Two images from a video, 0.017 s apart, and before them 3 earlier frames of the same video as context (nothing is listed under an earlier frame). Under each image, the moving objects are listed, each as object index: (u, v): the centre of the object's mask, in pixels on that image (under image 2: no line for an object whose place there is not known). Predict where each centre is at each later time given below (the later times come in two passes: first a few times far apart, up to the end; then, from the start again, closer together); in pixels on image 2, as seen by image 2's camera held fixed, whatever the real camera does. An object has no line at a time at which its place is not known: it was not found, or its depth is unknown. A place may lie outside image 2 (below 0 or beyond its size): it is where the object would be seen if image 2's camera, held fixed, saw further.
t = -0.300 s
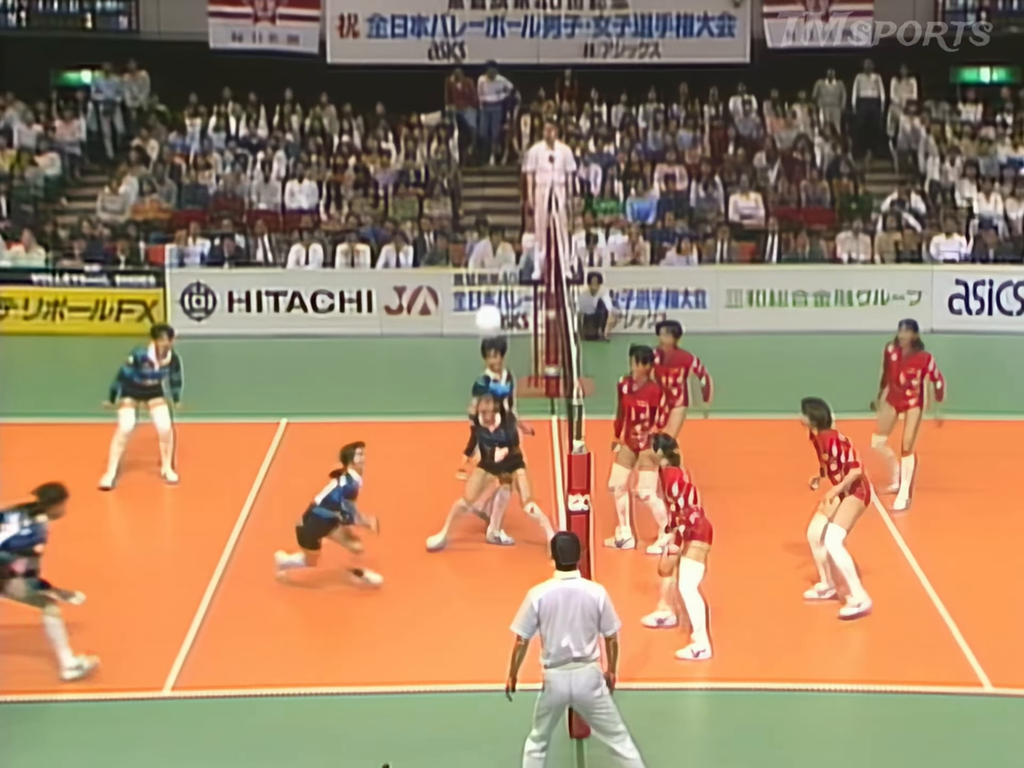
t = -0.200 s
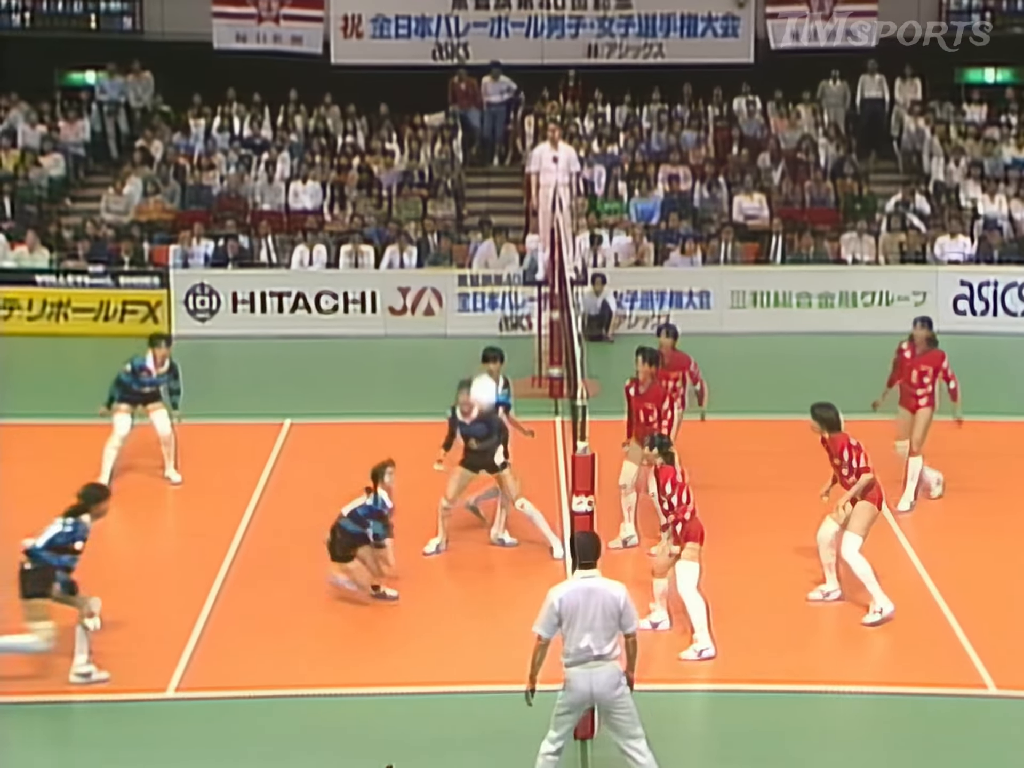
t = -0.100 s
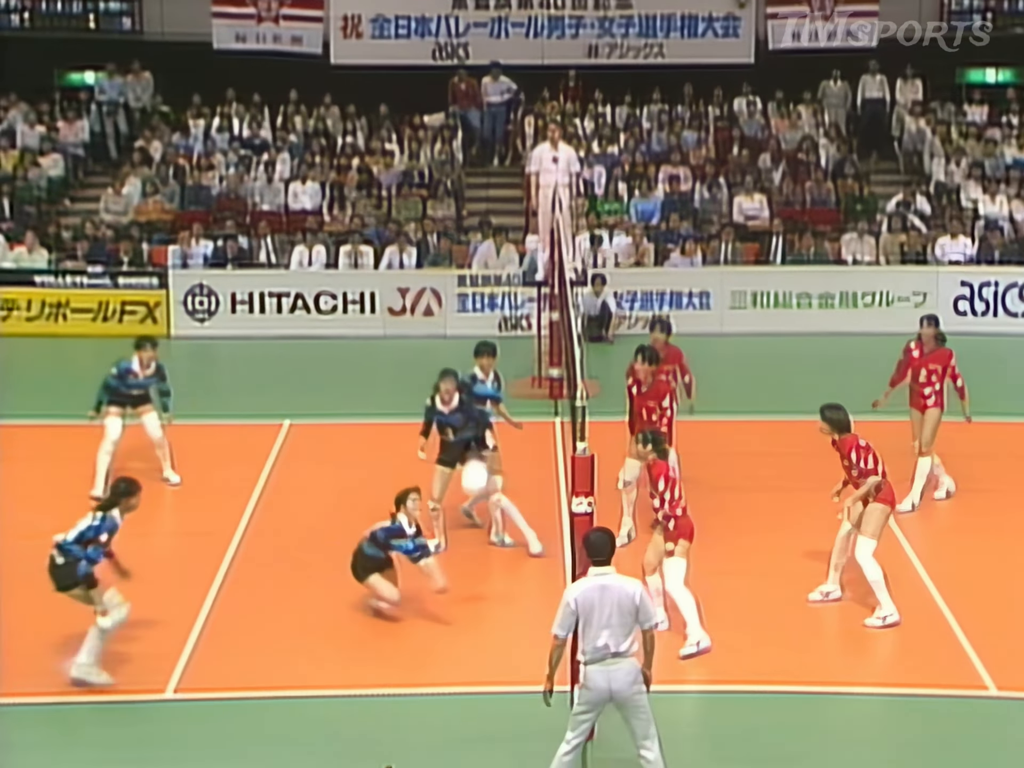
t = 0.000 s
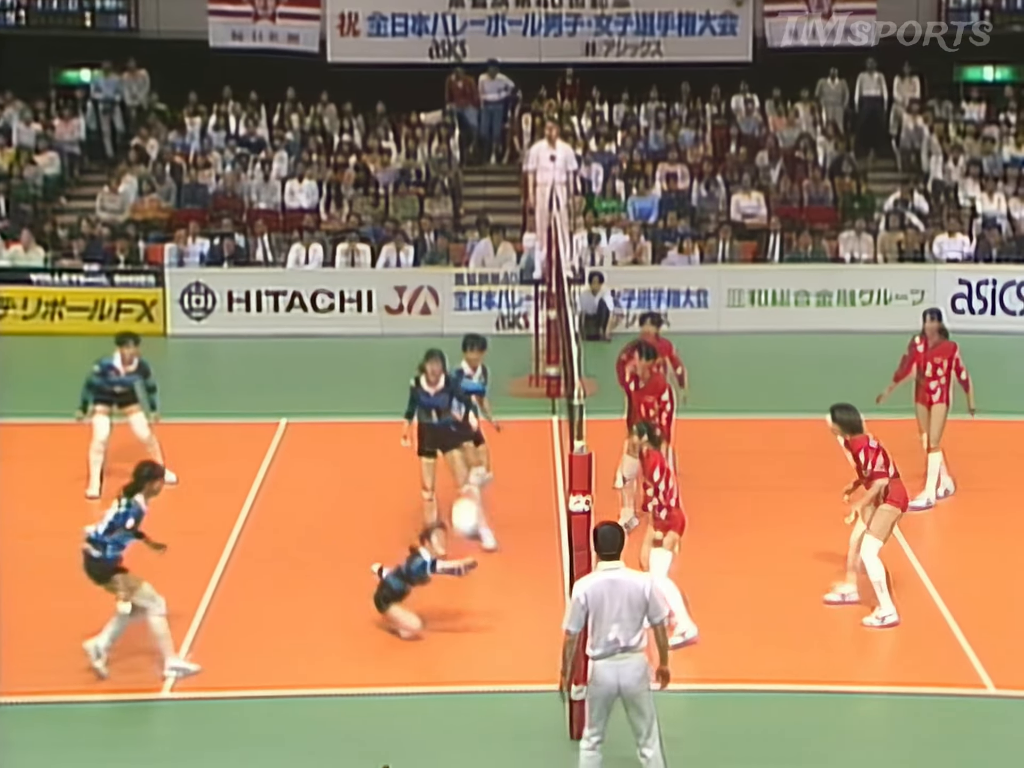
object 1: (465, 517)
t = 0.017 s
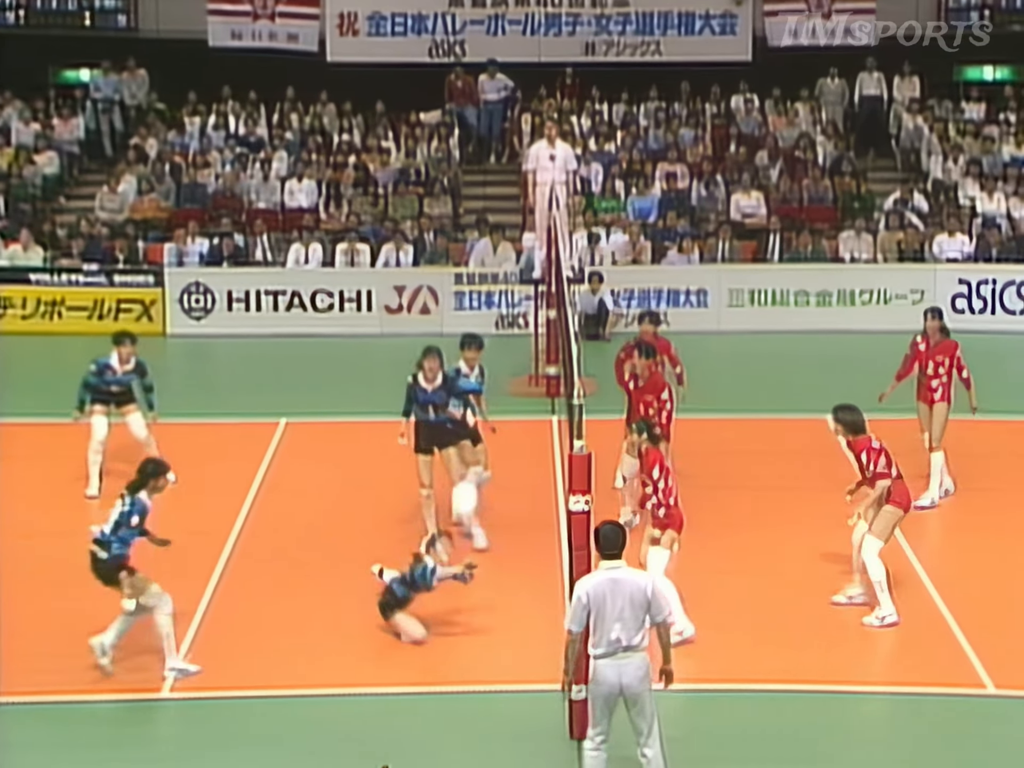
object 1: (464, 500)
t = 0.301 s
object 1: (459, 270)
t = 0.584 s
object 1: (452, 150)
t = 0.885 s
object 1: (445, 140)
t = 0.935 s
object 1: (445, 150)
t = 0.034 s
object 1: (464, 484)
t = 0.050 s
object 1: (463, 467)
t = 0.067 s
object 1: (463, 452)
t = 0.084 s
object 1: (463, 439)
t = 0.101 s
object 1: (462, 422)
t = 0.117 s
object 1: (462, 407)
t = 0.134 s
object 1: (463, 394)
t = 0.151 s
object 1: (461, 381)
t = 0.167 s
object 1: (461, 367)
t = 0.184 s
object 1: (461, 353)
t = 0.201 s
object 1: (460, 340)
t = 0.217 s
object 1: (458, 327)
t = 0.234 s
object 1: (458, 315)
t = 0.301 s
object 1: (459, 270)
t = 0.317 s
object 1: (457, 259)
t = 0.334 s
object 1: (457, 251)
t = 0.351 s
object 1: (457, 244)
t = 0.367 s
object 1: (457, 238)
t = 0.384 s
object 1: (457, 234)
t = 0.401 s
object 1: (456, 216)
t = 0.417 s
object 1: (456, 208)
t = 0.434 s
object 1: (455, 201)
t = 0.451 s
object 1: (455, 194)
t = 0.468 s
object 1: (455, 187)
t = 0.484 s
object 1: (454, 180)
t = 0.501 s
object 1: (453, 174)
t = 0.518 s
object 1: (453, 169)
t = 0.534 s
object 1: (453, 164)
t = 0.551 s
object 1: (452, 159)
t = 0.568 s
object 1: (452, 154)
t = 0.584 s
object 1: (452, 150)
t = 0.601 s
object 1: (451, 147)
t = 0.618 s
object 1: (451, 143)
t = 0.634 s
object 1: (451, 141)
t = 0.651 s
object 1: (450, 137)
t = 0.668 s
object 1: (450, 135)
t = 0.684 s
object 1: (450, 132)
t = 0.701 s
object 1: (449, 131)
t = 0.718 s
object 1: (449, 130)
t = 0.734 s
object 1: (449, 130)
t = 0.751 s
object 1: (448, 129)
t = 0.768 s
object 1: (448, 129)
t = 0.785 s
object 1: (448, 129)
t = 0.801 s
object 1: (447, 130)
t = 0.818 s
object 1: (447, 132)
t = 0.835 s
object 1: (447, 133)
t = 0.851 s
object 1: (447, 134)
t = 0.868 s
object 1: (446, 137)
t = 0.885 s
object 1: (445, 140)
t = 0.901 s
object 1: (445, 142)
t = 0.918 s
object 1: (445, 147)
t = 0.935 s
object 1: (445, 150)
